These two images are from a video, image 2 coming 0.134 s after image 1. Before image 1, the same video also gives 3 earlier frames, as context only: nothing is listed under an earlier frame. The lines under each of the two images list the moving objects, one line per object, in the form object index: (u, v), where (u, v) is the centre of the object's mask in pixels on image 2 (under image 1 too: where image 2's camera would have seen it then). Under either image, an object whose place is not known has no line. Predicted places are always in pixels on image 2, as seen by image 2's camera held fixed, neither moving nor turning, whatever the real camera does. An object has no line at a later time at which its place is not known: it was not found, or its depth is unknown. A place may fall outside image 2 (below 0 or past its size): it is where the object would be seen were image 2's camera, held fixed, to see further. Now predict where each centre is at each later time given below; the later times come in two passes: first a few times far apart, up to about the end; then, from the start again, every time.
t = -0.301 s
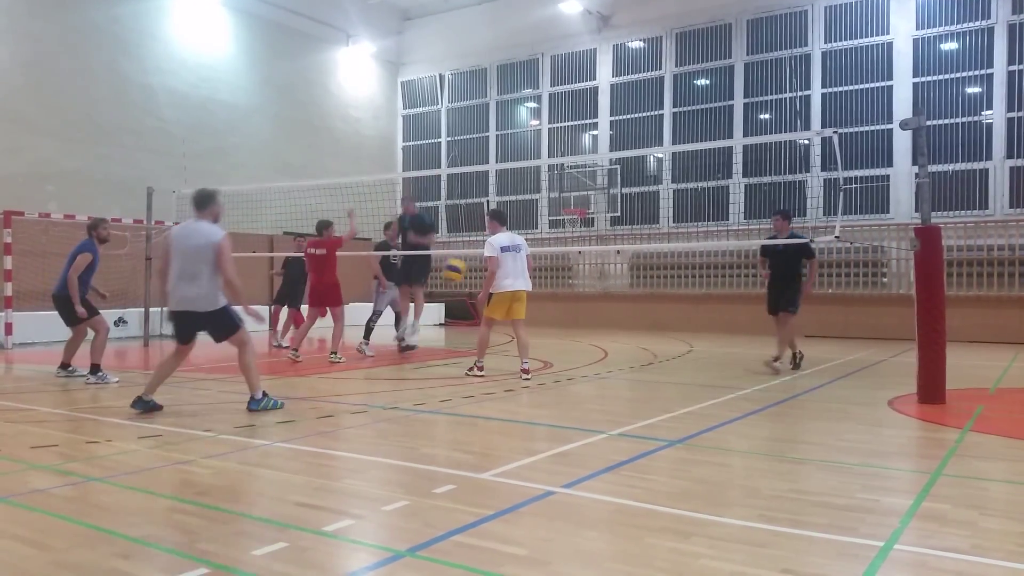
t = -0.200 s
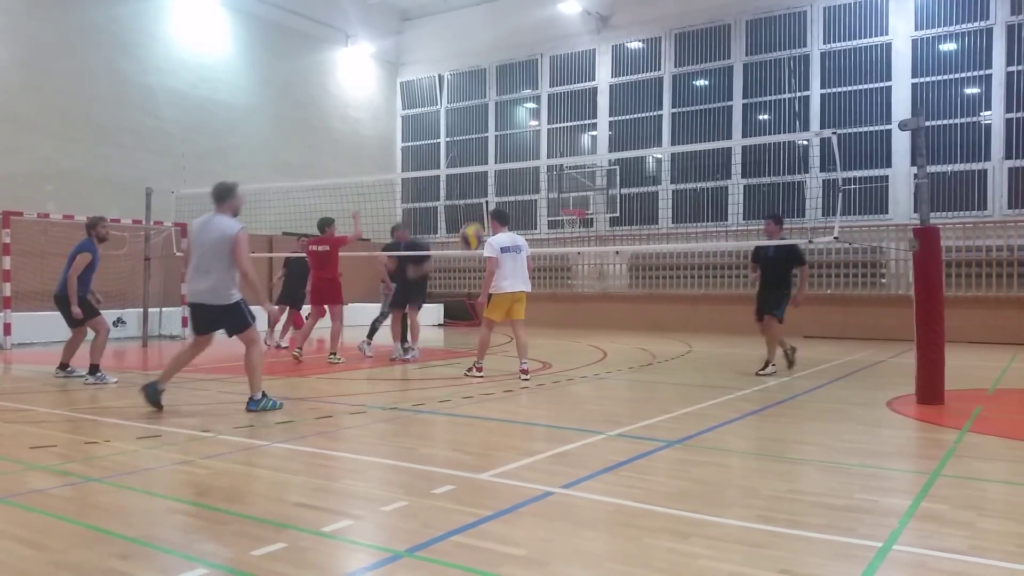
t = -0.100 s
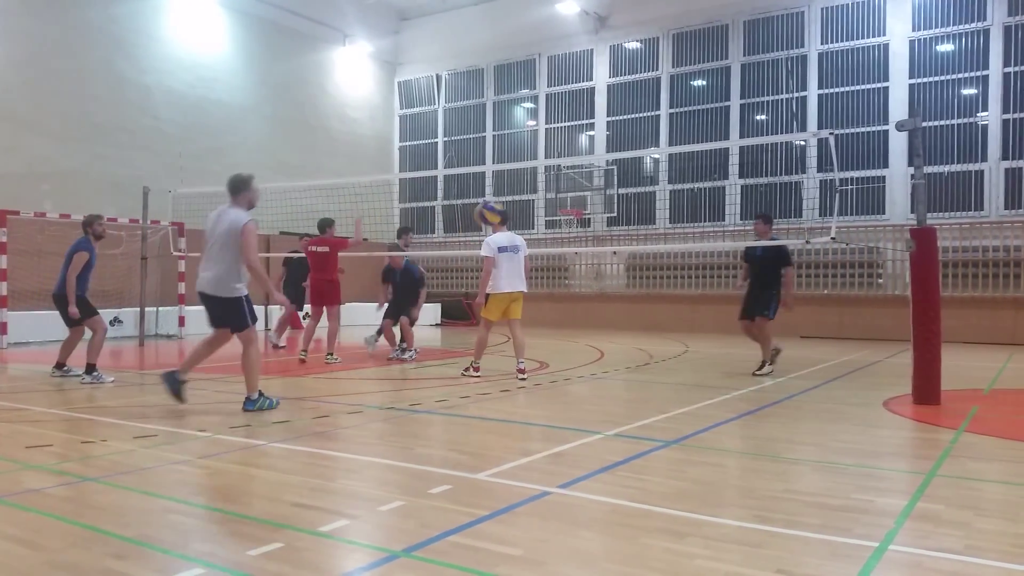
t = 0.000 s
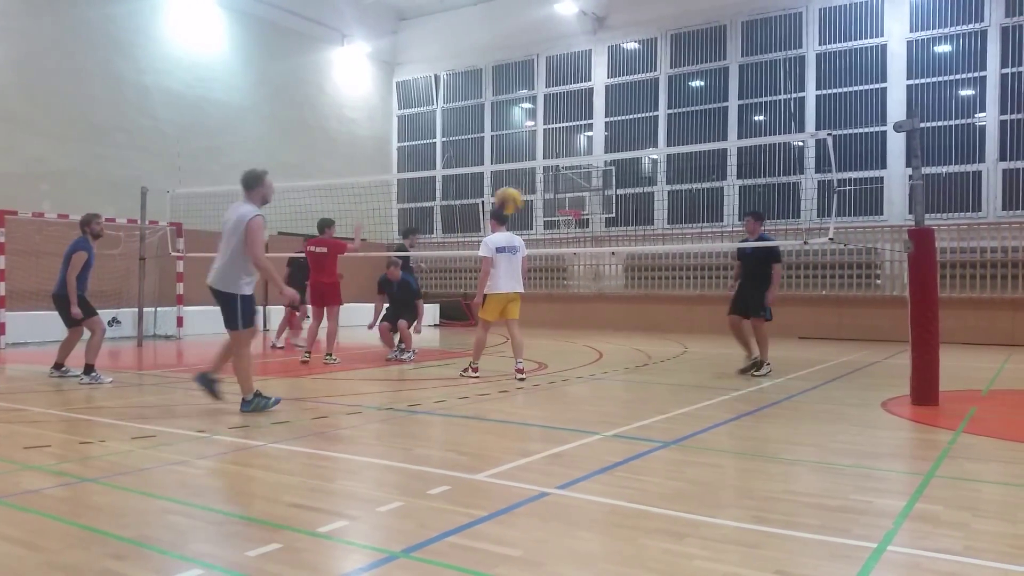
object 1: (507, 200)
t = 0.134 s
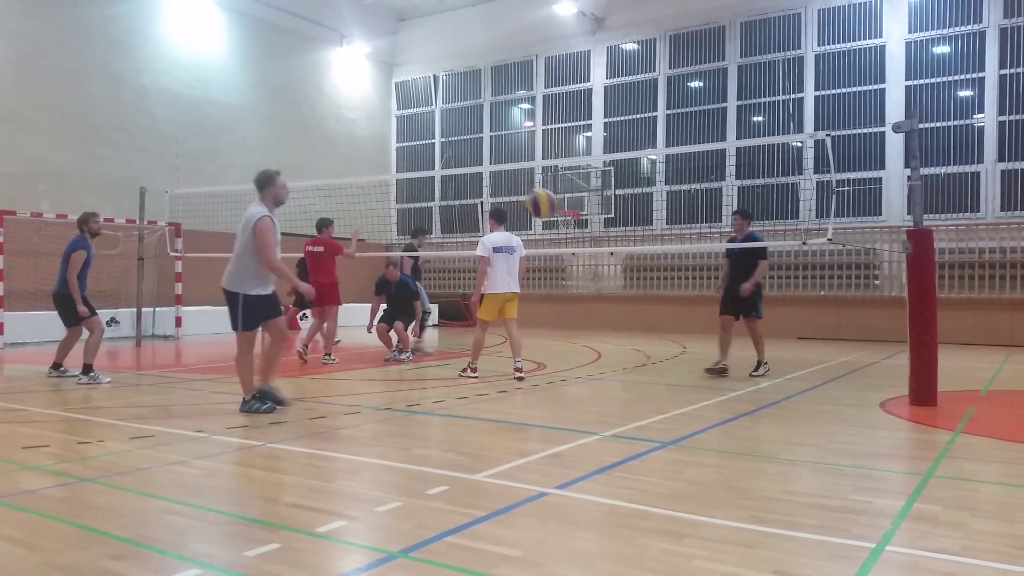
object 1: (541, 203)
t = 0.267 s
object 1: (578, 233)
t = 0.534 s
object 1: (674, 417)
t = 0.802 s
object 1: (801, 326)
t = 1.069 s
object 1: (986, 268)
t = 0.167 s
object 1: (550, 208)
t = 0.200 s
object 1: (560, 213)
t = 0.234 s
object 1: (569, 223)
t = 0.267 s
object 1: (578, 233)
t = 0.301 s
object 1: (588, 246)
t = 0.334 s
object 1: (601, 262)
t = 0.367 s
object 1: (611, 276)
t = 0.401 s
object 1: (624, 300)
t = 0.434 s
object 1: (636, 323)
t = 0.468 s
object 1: (647, 350)
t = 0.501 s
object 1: (661, 384)
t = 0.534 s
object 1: (674, 417)
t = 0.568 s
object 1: (690, 453)
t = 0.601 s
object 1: (705, 438)
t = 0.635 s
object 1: (720, 417)
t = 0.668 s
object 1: (734, 396)
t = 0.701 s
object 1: (751, 374)
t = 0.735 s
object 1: (768, 357)
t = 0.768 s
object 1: (784, 341)
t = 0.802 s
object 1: (801, 326)
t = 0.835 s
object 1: (818, 312)
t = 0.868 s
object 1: (841, 298)
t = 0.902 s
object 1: (863, 287)
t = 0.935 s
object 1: (887, 278)
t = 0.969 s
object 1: (910, 272)
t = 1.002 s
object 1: (933, 269)
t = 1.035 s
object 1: (957, 267)
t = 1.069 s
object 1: (986, 268)
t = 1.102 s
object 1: (1011, 274)
